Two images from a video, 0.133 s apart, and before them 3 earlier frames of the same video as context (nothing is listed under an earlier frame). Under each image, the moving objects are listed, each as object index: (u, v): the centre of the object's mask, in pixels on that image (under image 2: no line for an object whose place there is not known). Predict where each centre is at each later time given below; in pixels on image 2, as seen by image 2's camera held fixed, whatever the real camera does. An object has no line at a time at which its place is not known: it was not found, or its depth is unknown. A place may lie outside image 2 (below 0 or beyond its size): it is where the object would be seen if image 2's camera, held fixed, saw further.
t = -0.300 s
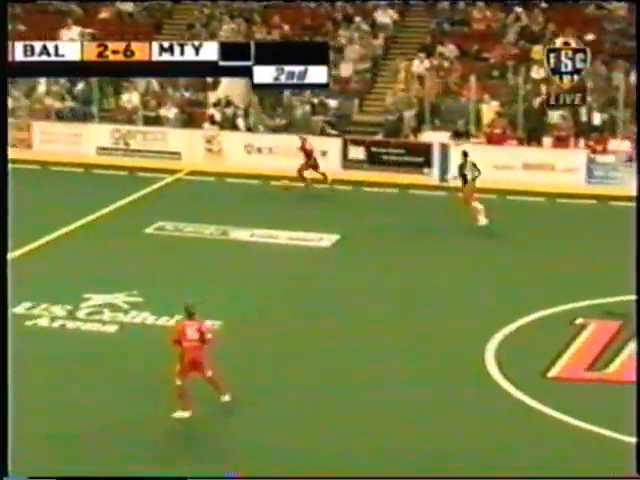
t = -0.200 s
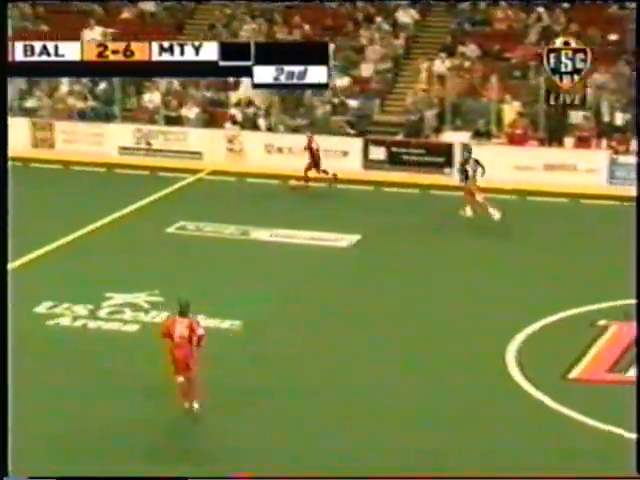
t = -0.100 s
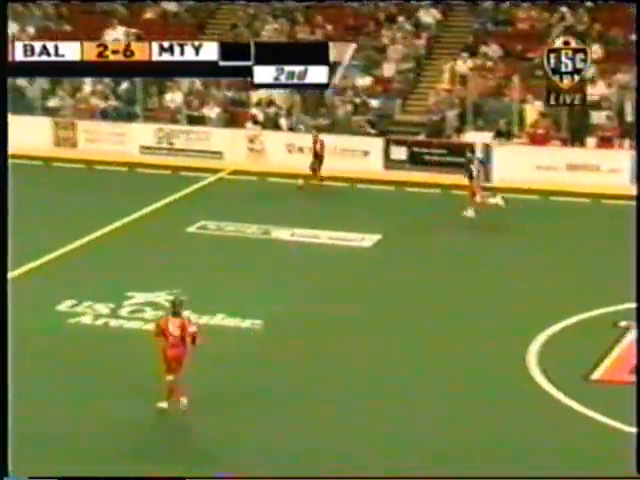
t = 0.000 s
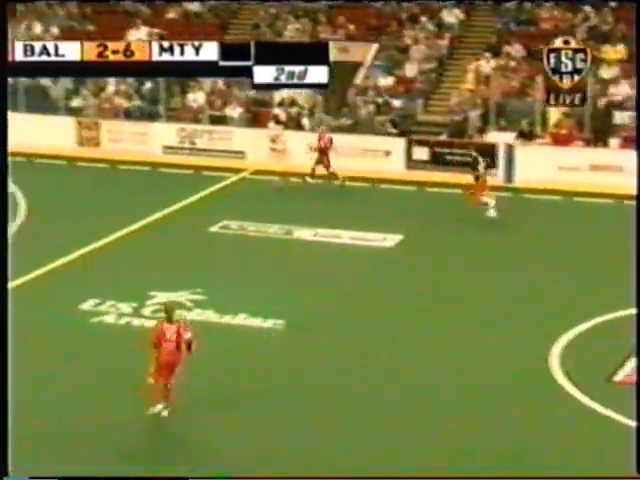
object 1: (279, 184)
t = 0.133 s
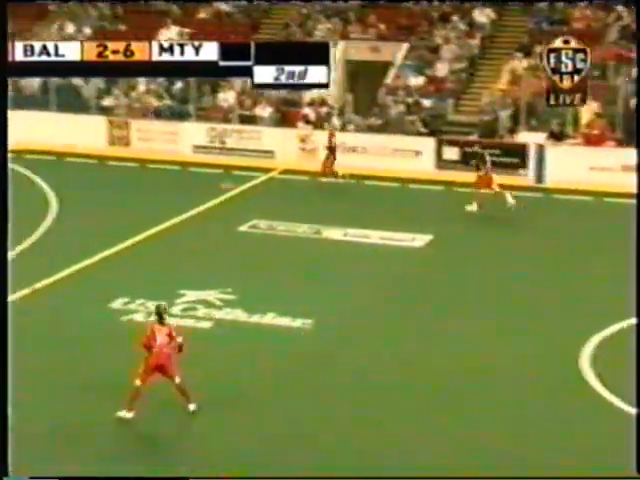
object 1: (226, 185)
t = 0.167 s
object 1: (207, 186)
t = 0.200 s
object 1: (188, 186)
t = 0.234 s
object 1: (169, 187)
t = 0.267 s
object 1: (150, 188)
